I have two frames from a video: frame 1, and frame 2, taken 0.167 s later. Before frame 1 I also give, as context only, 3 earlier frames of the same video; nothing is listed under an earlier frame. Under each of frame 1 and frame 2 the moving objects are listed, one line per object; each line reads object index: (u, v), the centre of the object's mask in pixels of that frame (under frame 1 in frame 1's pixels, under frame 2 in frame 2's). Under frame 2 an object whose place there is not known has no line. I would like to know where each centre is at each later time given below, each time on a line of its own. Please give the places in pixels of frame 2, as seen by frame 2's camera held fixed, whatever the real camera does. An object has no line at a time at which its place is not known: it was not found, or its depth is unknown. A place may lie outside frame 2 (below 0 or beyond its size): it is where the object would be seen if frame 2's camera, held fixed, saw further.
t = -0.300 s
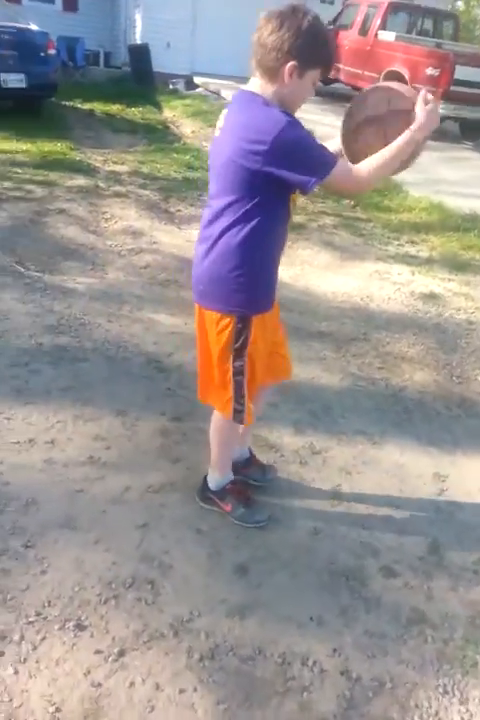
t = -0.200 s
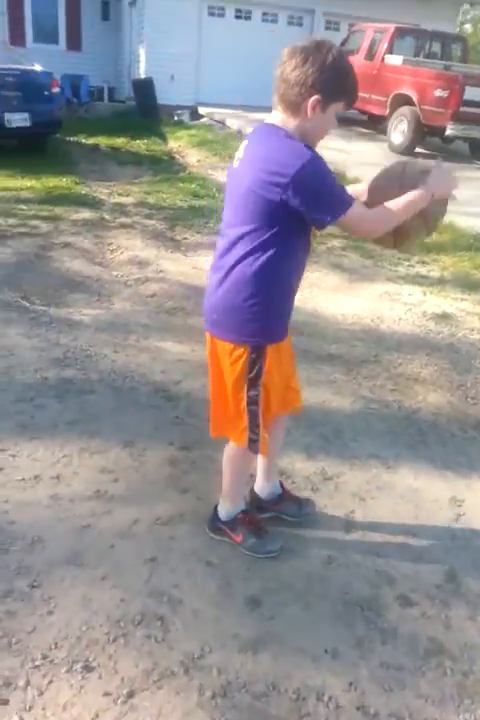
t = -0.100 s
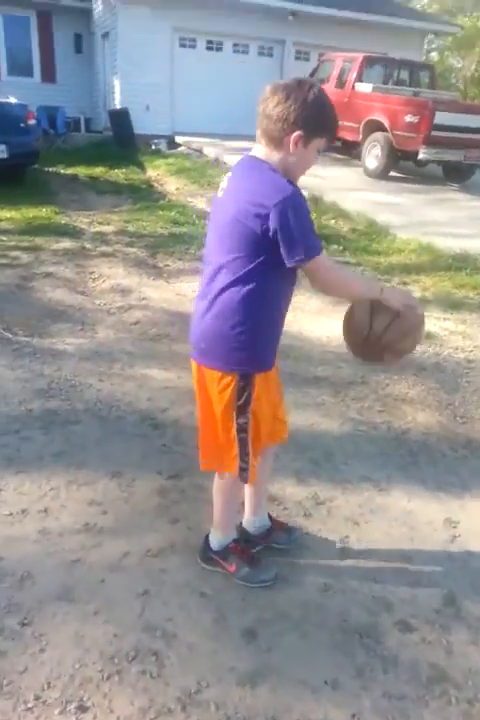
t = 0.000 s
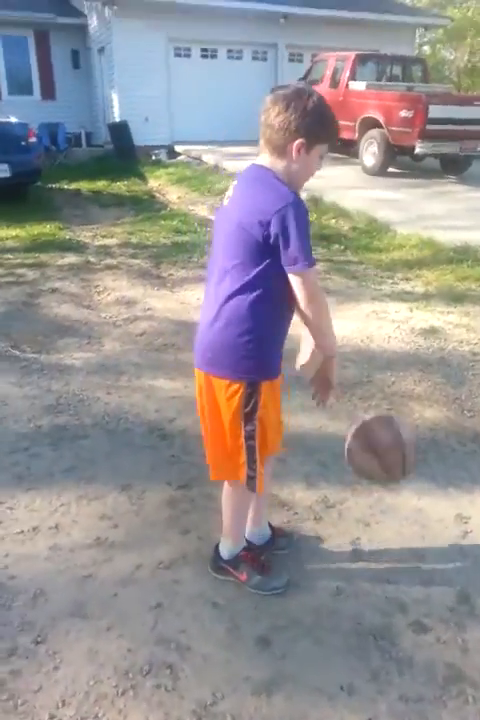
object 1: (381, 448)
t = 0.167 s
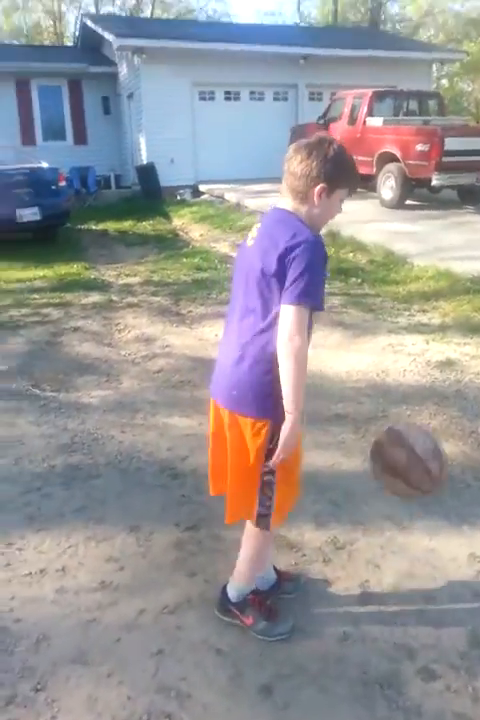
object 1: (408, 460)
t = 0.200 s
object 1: (413, 435)
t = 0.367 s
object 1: (420, 342)
